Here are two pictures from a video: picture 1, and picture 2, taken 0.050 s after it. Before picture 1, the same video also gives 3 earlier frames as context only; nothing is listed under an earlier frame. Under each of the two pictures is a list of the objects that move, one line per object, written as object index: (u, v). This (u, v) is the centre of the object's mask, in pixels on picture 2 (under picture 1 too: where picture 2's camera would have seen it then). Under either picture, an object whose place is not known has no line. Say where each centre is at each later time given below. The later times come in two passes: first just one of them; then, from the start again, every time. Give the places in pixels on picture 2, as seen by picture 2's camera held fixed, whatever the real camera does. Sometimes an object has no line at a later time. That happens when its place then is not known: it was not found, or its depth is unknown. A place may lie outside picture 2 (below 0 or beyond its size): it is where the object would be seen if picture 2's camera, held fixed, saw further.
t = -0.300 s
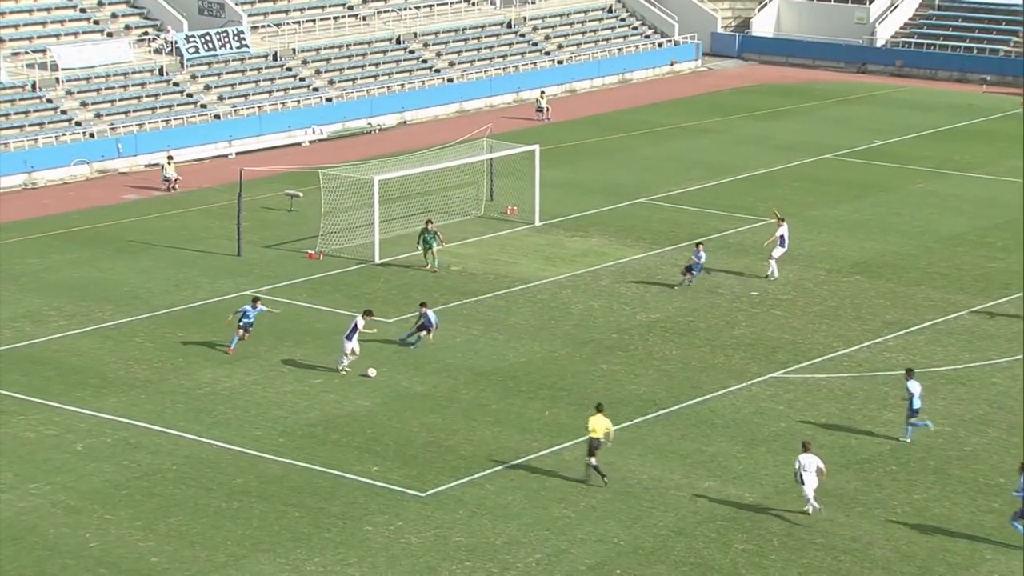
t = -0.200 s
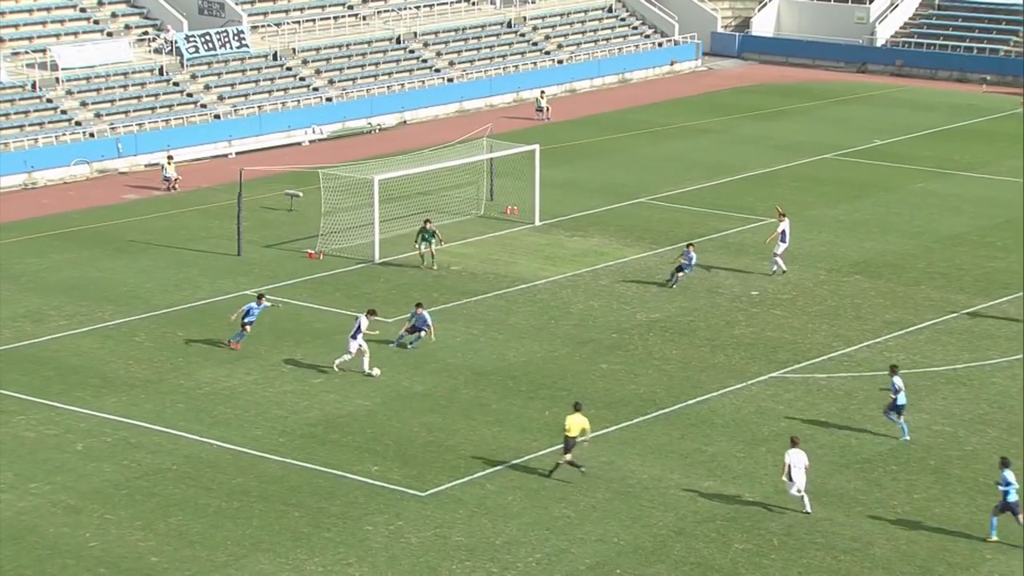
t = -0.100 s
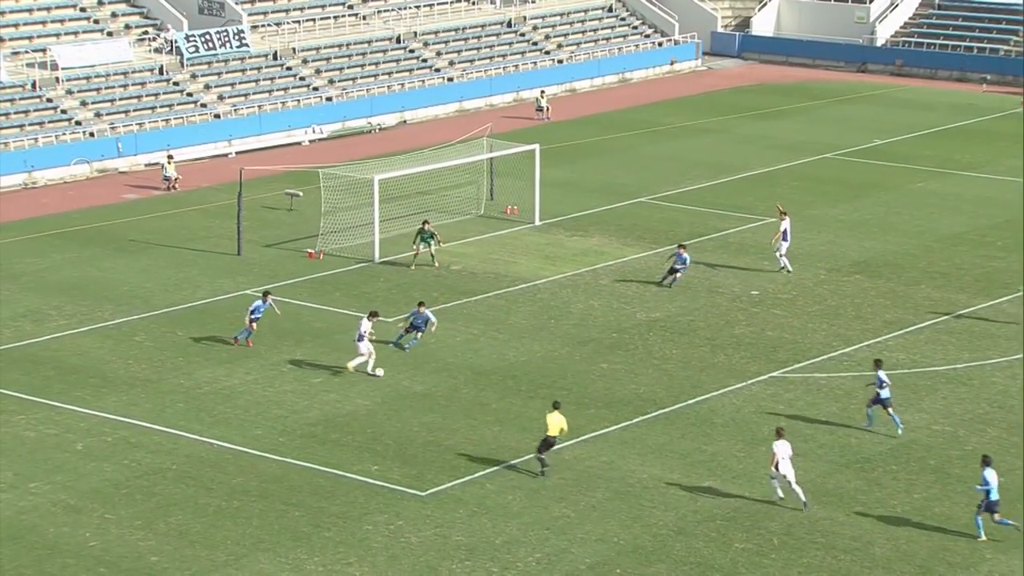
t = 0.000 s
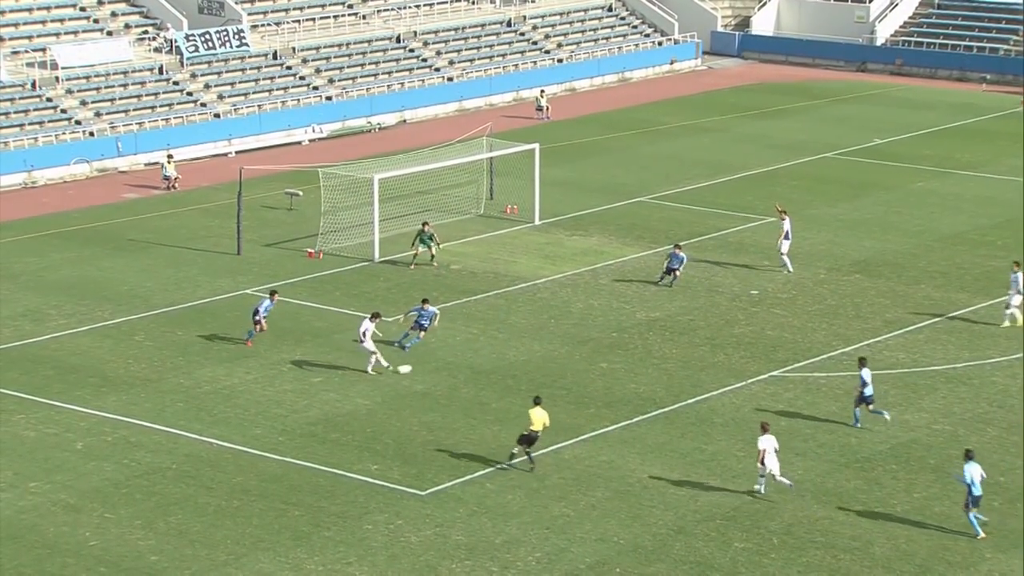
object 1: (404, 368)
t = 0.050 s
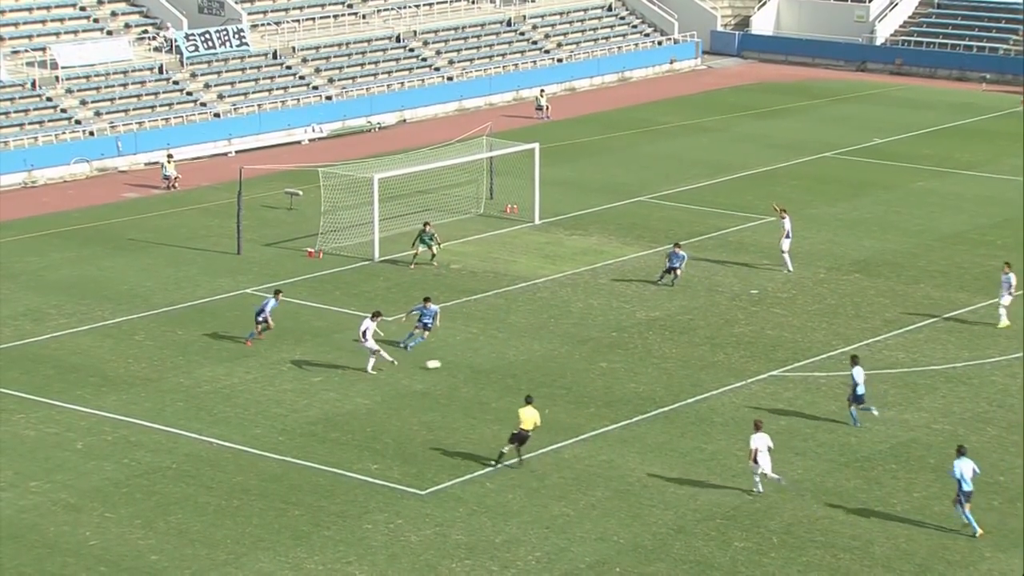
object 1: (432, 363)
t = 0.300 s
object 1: (561, 349)
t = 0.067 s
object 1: (442, 363)
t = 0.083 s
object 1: (452, 362)
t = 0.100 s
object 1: (461, 361)
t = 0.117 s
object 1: (470, 360)
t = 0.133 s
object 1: (479, 359)
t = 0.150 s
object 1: (488, 358)
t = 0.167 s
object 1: (497, 357)
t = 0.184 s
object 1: (505, 355)
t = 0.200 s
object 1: (513, 354)
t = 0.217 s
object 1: (521, 353)
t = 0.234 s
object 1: (529, 352)
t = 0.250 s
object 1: (537, 351)
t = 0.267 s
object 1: (545, 350)
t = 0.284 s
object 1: (553, 350)
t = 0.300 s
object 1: (561, 349)
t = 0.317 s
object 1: (569, 348)
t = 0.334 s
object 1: (576, 347)
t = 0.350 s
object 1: (583, 346)
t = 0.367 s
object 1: (590, 345)
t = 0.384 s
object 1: (597, 344)
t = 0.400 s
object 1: (603, 343)
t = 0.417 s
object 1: (609, 342)
